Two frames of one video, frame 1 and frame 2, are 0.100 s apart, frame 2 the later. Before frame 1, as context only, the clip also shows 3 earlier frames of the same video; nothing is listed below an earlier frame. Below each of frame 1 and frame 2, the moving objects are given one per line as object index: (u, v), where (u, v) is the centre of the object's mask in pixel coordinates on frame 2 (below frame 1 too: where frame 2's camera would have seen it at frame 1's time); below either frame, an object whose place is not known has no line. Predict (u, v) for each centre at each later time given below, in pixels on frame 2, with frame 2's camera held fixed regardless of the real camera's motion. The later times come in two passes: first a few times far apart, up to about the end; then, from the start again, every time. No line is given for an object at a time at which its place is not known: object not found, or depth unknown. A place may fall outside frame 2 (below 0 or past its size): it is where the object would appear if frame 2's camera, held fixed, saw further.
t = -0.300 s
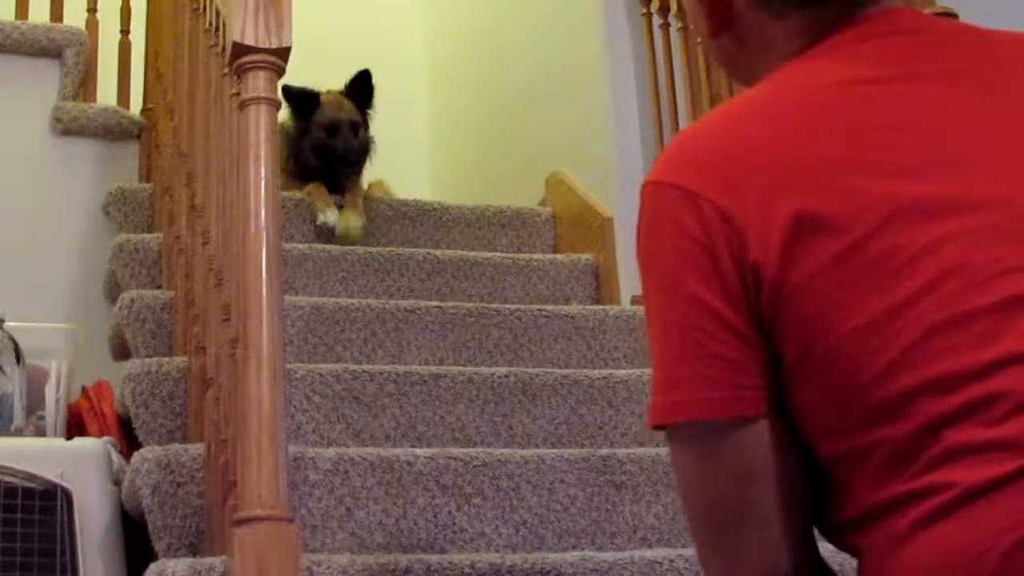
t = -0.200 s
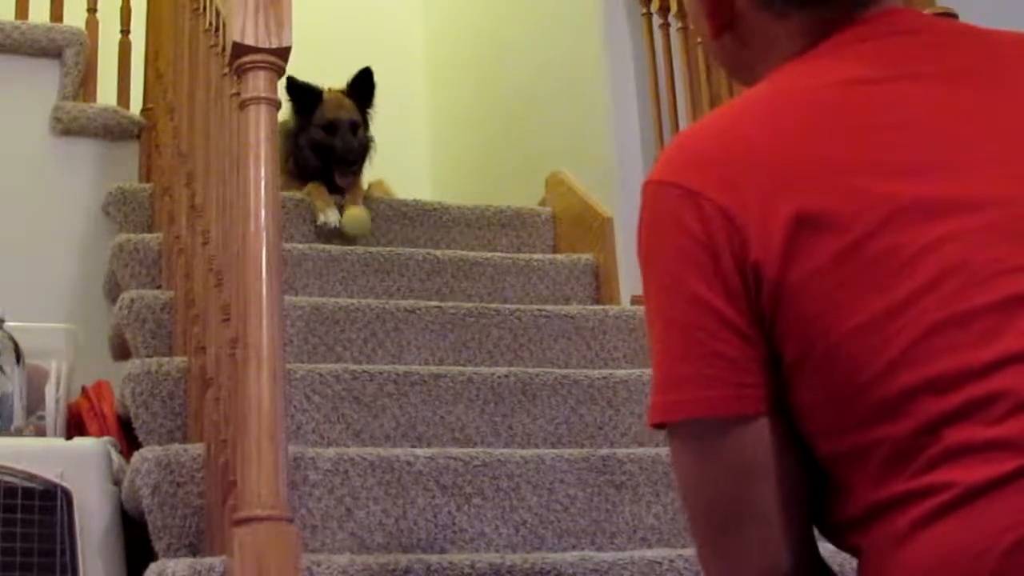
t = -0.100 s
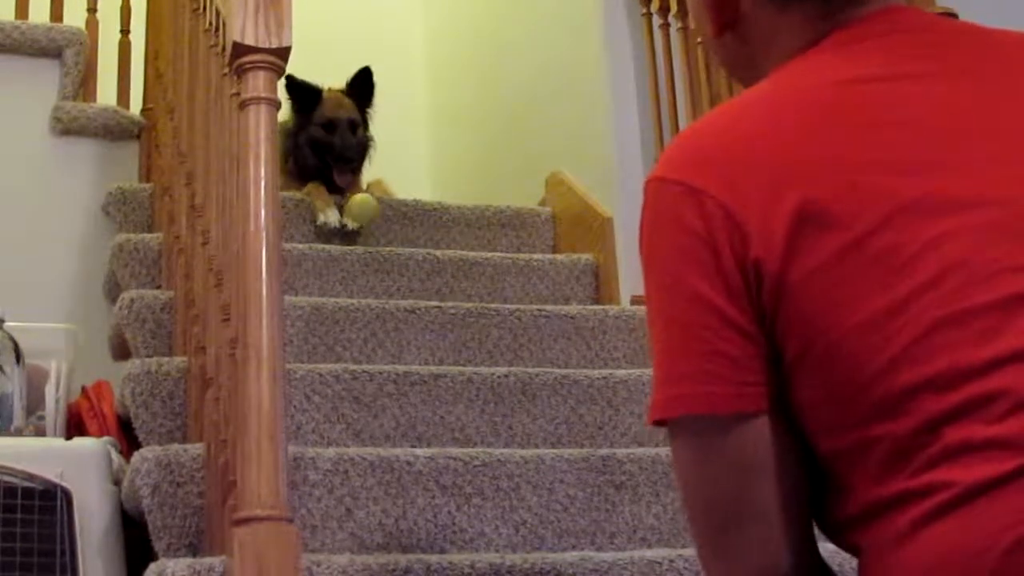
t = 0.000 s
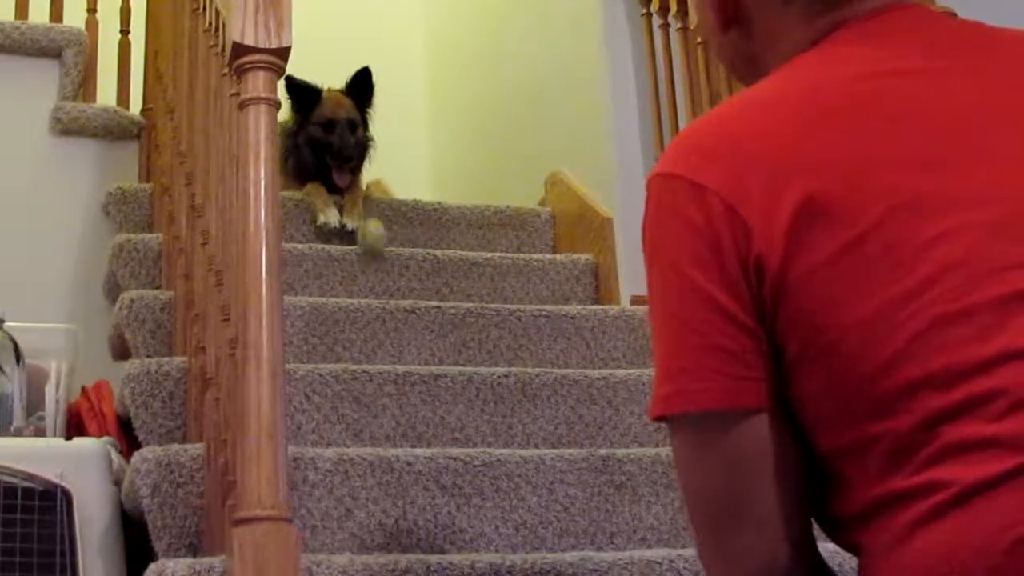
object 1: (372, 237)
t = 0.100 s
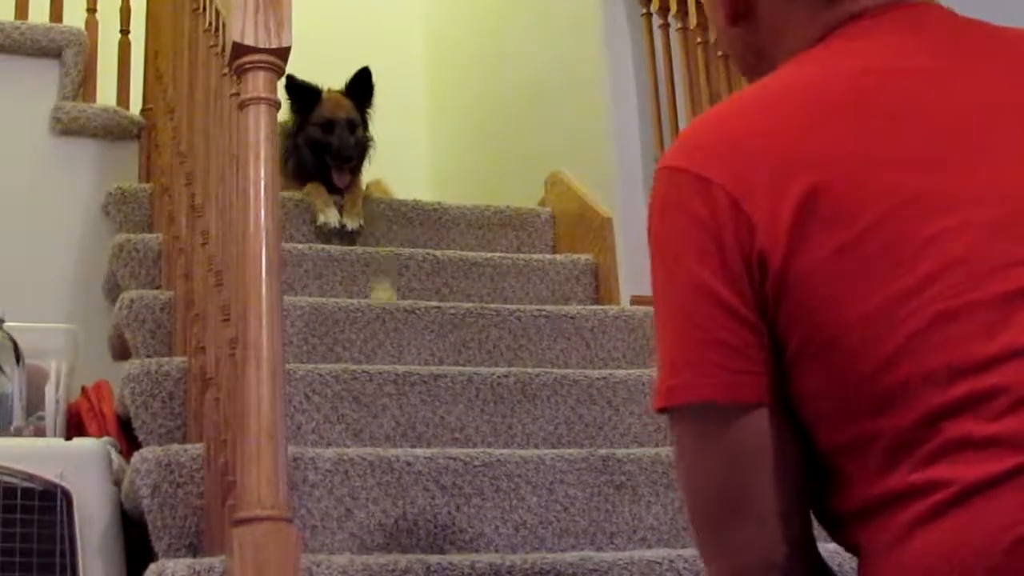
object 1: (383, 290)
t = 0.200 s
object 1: (390, 268)
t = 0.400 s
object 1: (412, 295)
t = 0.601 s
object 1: (435, 302)
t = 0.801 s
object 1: (463, 341)
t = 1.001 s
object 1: (491, 372)
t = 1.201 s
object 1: (522, 418)
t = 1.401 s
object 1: (557, 469)
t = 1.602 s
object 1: (595, 515)
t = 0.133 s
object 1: (386, 286)
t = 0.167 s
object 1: (387, 277)
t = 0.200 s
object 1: (390, 268)
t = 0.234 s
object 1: (394, 255)
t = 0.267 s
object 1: (398, 254)
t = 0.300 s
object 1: (398, 259)
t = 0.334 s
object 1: (404, 264)
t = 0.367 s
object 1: (407, 275)
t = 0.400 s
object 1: (412, 295)
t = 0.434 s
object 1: (416, 319)
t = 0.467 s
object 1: (422, 346)
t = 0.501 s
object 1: (427, 349)
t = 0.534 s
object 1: (431, 334)
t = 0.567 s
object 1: (432, 315)
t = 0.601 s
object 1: (435, 302)
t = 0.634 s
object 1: (439, 297)
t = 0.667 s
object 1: (442, 294)
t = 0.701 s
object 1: (446, 297)
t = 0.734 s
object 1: (452, 304)
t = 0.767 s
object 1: (456, 322)
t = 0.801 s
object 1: (463, 341)
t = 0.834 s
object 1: (468, 381)
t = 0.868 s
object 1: (476, 411)
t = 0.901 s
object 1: (480, 429)
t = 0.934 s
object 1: (482, 407)
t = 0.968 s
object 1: (488, 387)
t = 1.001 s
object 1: (491, 372)
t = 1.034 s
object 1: (493, 366)
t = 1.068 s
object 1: (496, 364)
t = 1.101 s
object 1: (503, 365)
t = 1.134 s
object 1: (506, 374)
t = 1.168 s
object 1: (516, 391)
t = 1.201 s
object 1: (522, 418)
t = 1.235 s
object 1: (529, 443)
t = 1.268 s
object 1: (537, 490)
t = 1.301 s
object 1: (543, 534)
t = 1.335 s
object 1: (546, 512)
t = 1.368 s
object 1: (552, 487)
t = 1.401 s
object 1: (557, 469)
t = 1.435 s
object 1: (561, 460)
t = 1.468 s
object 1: (566, 458)
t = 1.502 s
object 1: (570, 461)
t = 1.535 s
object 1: (579, 470)
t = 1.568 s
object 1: (588, 491)
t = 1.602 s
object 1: (595, 515)
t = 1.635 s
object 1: (606, 552)
